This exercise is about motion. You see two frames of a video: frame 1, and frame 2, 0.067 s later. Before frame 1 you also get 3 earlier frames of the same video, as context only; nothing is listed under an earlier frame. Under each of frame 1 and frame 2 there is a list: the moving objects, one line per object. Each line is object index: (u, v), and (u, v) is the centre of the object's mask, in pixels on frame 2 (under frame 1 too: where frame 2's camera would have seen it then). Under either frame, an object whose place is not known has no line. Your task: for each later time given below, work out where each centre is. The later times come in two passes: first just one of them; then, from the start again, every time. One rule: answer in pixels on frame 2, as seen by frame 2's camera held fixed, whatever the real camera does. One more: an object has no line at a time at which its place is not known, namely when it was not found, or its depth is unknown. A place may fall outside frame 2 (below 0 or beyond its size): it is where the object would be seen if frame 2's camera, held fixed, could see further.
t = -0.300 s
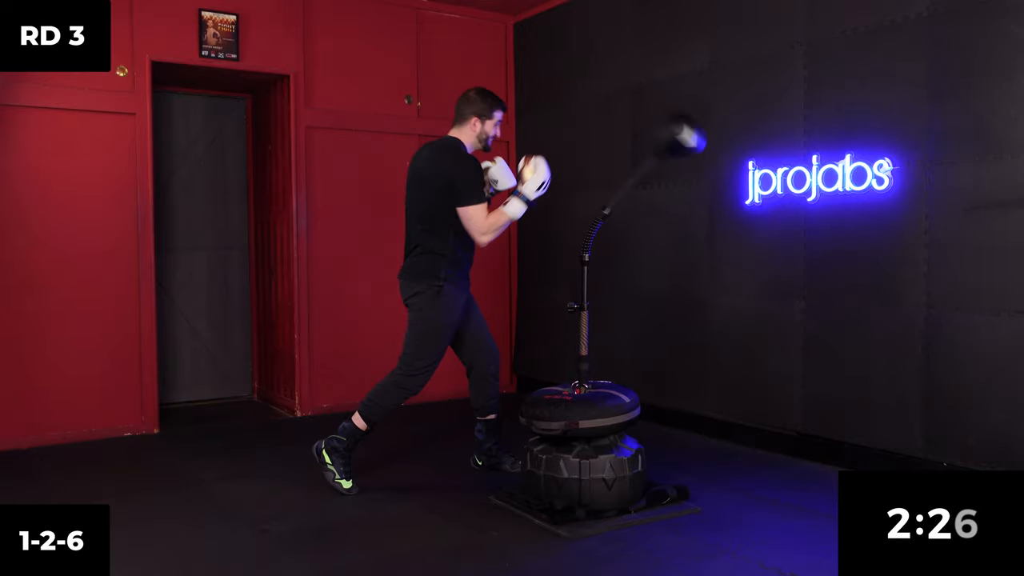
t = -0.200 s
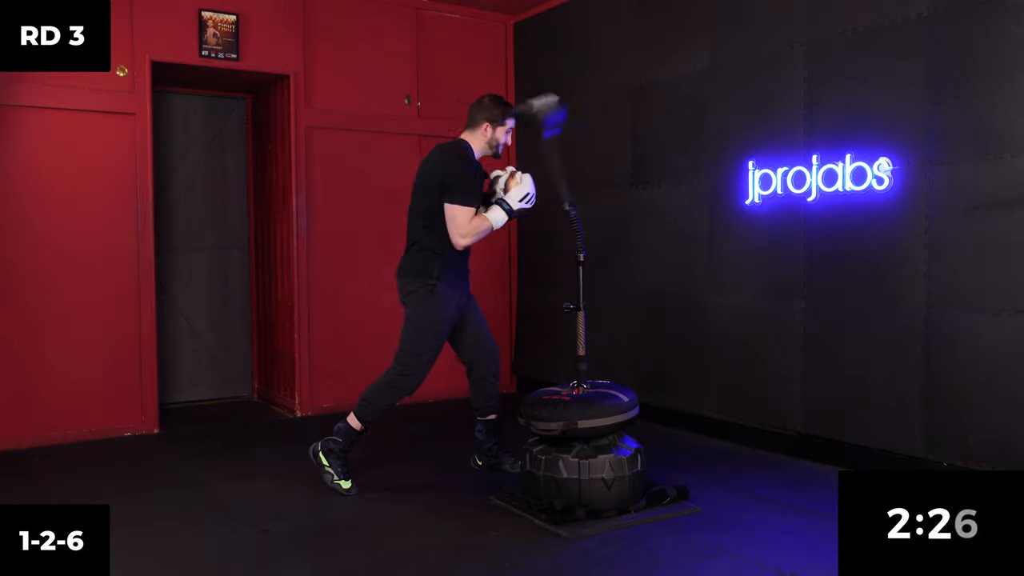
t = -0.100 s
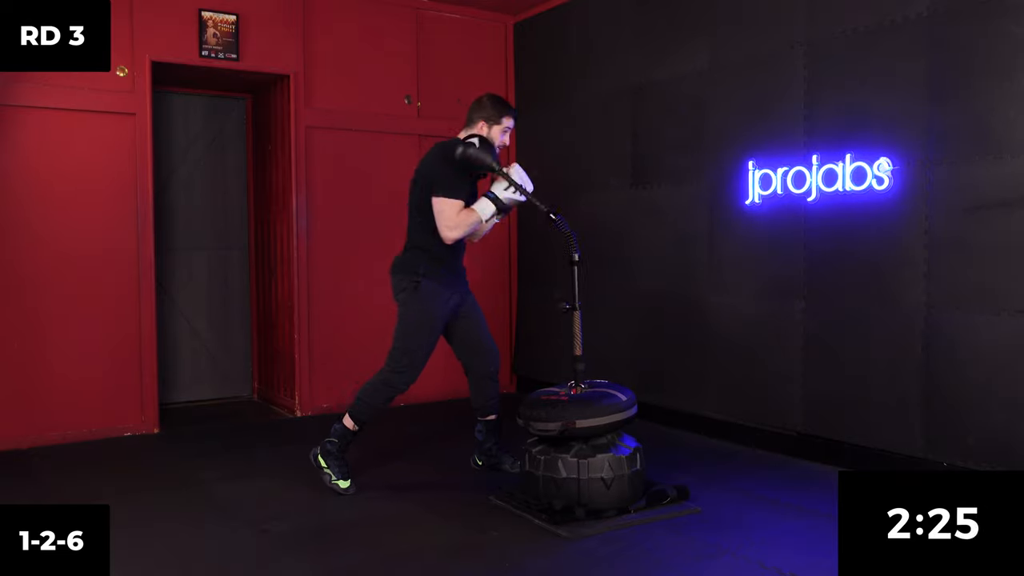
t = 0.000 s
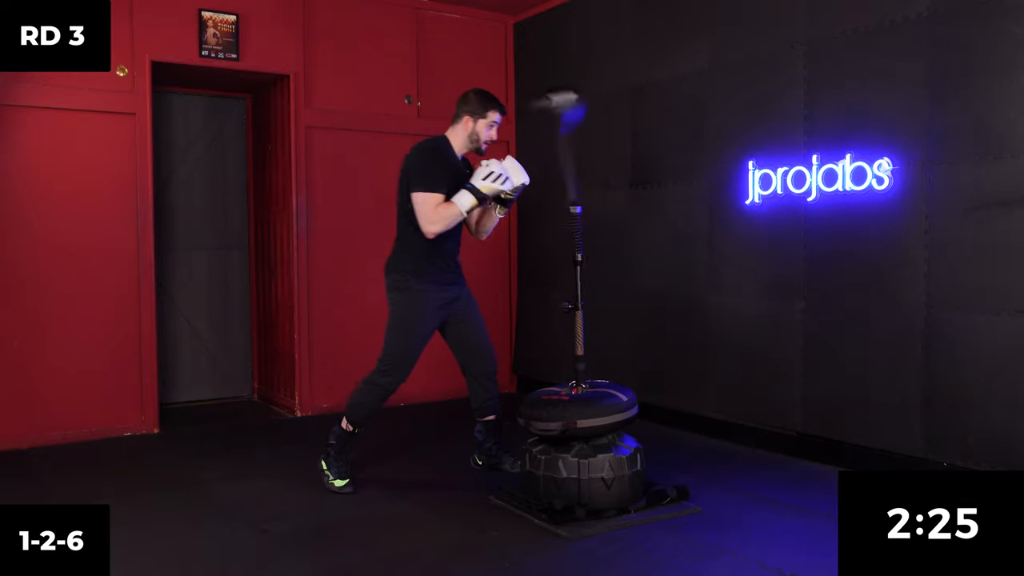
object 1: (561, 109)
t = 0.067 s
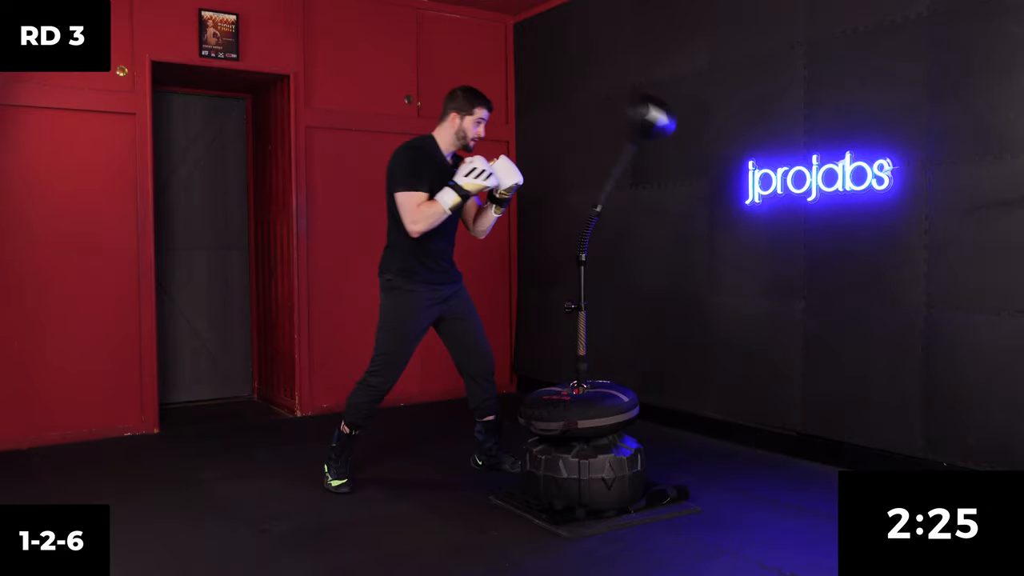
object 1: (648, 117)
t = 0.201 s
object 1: (647, 116)
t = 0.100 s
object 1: (674, 132)
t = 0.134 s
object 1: (679, 138)
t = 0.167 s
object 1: (673, 131)
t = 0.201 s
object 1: (647, 116)
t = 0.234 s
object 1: (607, 105)
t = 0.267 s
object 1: (563, 107)
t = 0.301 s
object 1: (524, 122)
